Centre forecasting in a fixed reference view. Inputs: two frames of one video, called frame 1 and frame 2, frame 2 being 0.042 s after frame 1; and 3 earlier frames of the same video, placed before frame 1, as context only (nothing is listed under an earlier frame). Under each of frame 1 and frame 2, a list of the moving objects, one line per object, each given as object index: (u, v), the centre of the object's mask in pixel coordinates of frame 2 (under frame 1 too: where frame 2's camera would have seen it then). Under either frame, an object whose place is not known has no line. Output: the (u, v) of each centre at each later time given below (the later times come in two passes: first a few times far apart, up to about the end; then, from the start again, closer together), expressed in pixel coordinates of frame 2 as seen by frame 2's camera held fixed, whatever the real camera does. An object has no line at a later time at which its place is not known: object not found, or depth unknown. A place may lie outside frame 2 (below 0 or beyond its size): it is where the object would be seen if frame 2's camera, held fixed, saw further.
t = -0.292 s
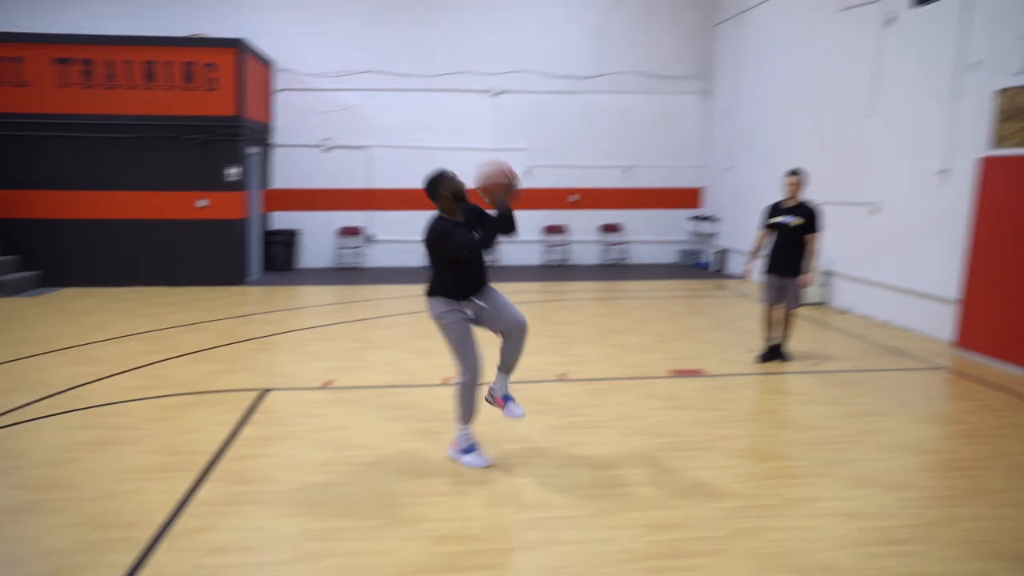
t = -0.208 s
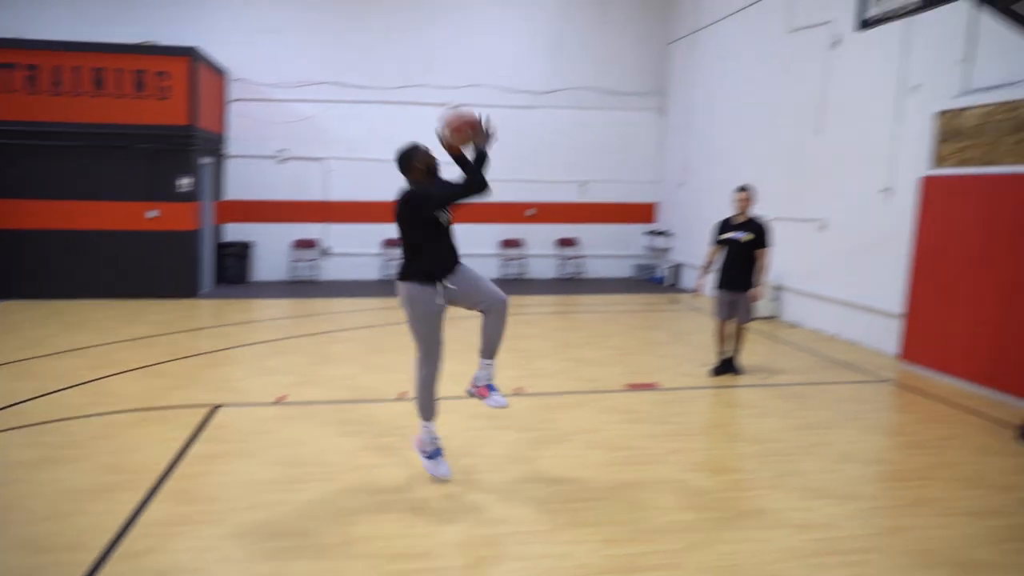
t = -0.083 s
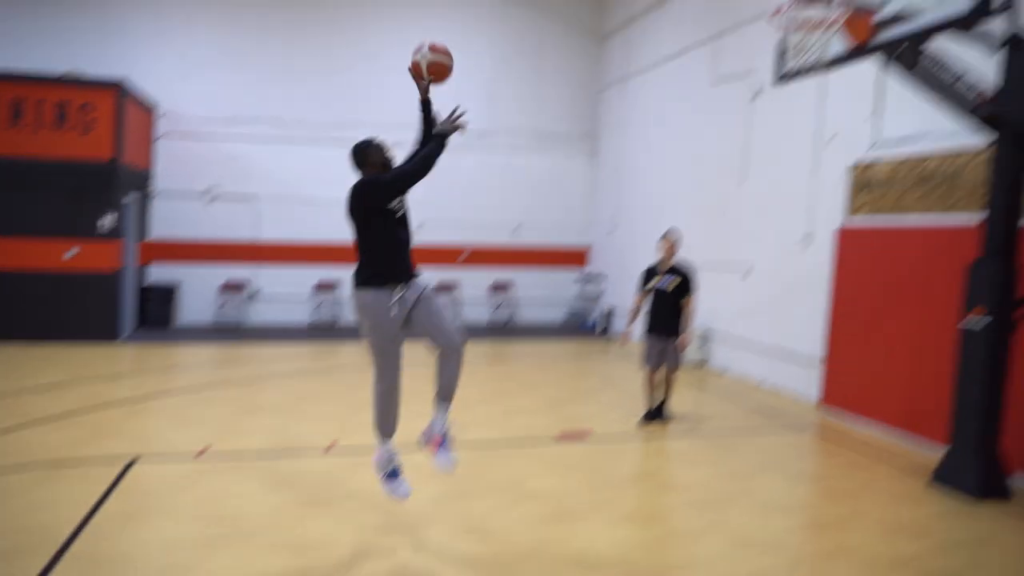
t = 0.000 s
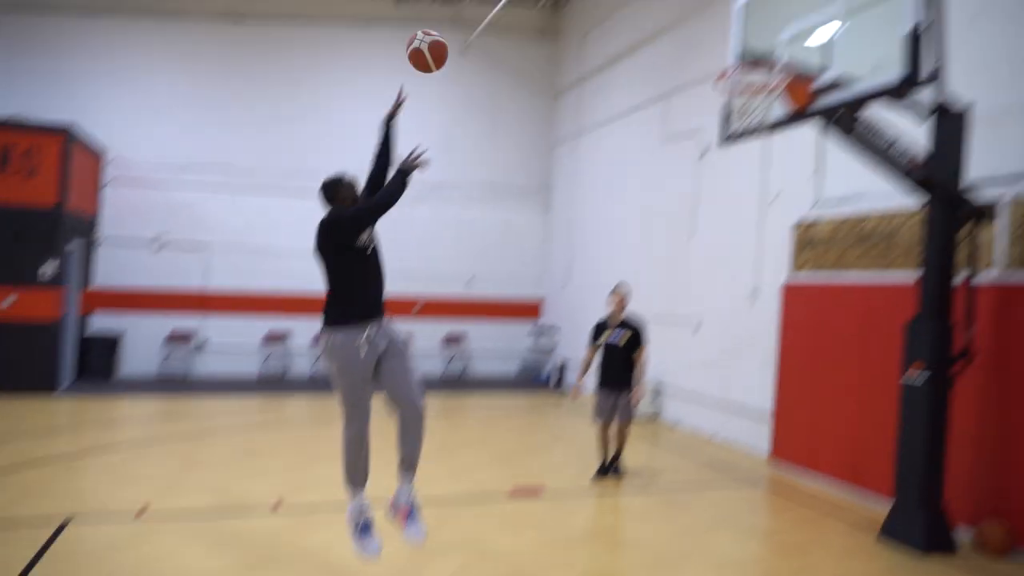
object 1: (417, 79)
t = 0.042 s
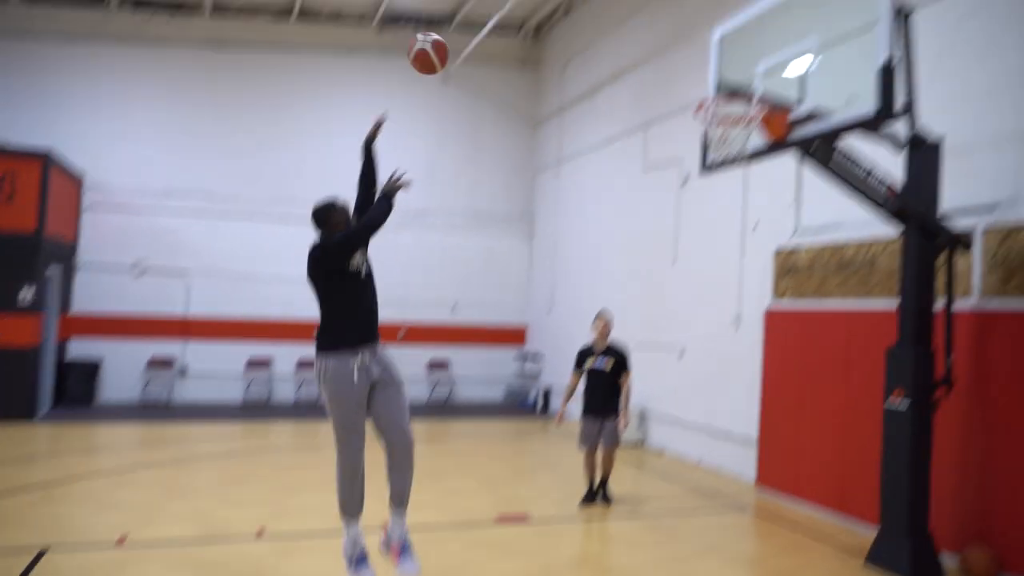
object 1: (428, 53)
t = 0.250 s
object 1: (509, -23)
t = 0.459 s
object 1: (583, -28)
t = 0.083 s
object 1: (443, 32)
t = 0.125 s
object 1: (462, 13)
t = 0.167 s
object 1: (477, -2)
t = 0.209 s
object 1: (492, -13)
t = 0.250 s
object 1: (509, -23)
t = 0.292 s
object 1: (525, -29)
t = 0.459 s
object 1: (583, -28)
